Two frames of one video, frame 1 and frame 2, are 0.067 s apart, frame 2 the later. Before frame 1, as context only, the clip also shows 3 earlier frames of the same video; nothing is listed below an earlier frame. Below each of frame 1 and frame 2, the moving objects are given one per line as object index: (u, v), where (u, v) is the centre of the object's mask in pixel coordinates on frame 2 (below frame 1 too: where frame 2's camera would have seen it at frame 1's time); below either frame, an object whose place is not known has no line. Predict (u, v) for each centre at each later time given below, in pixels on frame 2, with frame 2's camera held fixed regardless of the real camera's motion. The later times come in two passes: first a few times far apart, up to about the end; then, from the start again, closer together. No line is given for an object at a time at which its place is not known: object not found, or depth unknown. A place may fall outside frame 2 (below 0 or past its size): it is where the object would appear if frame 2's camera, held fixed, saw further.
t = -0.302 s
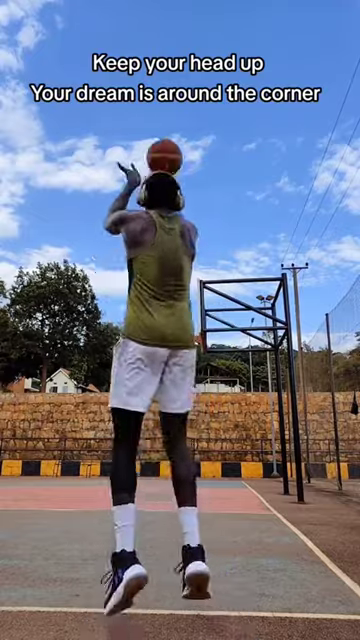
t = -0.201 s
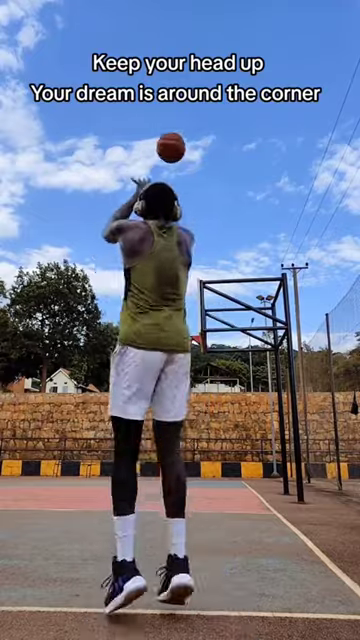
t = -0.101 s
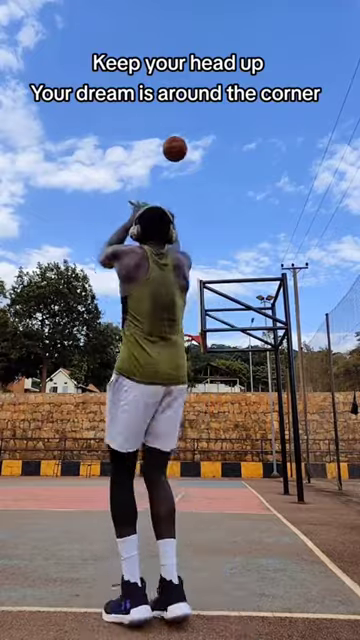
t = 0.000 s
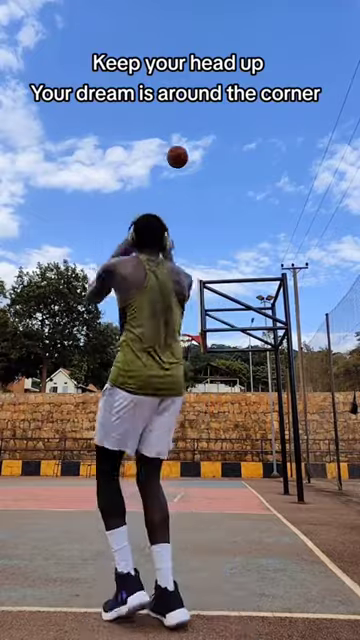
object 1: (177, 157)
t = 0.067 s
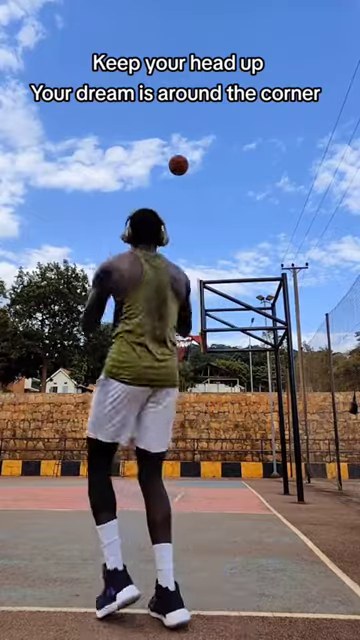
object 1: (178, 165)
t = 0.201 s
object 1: (179, 186)
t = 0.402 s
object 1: (180, 226)
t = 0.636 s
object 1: (179, 285)
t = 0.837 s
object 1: (179, 345)
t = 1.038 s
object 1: (182, 355)
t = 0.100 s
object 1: (178, 170)
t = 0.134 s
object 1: (179, 175)
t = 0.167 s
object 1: (179, 180)
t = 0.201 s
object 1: (179, 186)
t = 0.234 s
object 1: (180, 192)
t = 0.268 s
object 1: (180, 198)
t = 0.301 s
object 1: (180, 205)
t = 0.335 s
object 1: (180, 212)
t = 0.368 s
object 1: (180, 219)
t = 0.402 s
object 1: (180, 226)
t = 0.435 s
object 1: (180, 234)
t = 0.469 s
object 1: (180, 242)
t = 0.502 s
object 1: (179, 250)
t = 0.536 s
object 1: (179, 258)
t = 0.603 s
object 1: (179, 276)
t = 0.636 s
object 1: (179, 285)
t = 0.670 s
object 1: (179, 294)
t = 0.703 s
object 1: (179, 303)
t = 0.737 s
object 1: (179, 312)
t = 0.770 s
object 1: (178, 322)
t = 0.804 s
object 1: (179, 331)
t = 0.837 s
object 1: (179, 345)
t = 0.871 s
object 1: (180, 349)
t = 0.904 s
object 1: (179, 348)
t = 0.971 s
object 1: (182, 349)
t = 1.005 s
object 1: (182, 354)
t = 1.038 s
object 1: (182, 355)
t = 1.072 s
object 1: (183, 359)
